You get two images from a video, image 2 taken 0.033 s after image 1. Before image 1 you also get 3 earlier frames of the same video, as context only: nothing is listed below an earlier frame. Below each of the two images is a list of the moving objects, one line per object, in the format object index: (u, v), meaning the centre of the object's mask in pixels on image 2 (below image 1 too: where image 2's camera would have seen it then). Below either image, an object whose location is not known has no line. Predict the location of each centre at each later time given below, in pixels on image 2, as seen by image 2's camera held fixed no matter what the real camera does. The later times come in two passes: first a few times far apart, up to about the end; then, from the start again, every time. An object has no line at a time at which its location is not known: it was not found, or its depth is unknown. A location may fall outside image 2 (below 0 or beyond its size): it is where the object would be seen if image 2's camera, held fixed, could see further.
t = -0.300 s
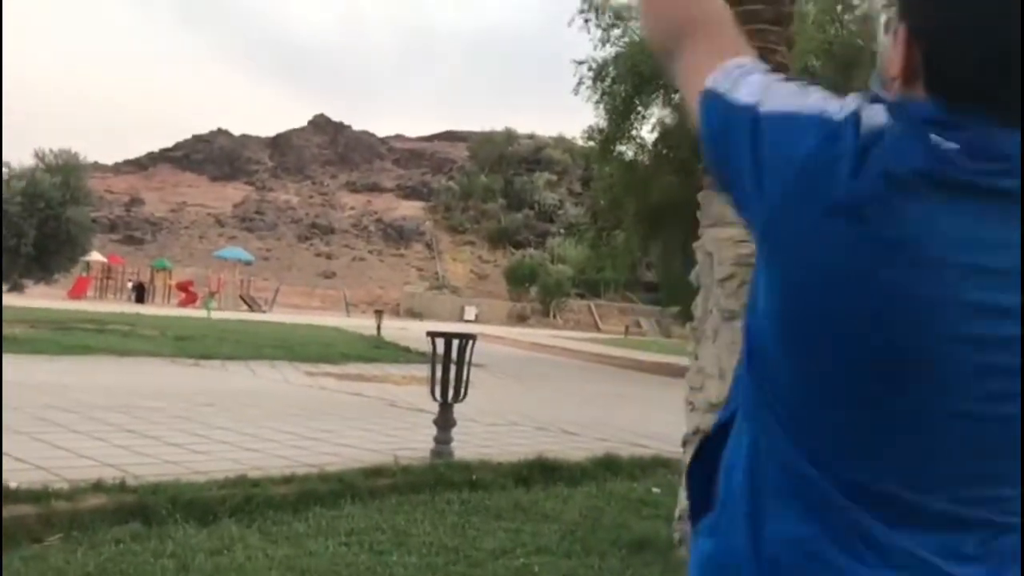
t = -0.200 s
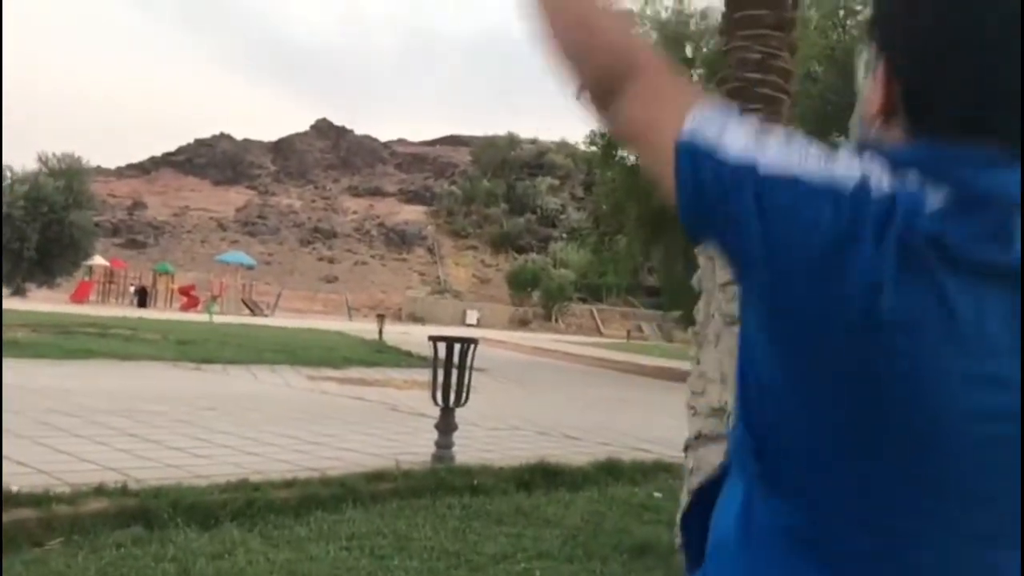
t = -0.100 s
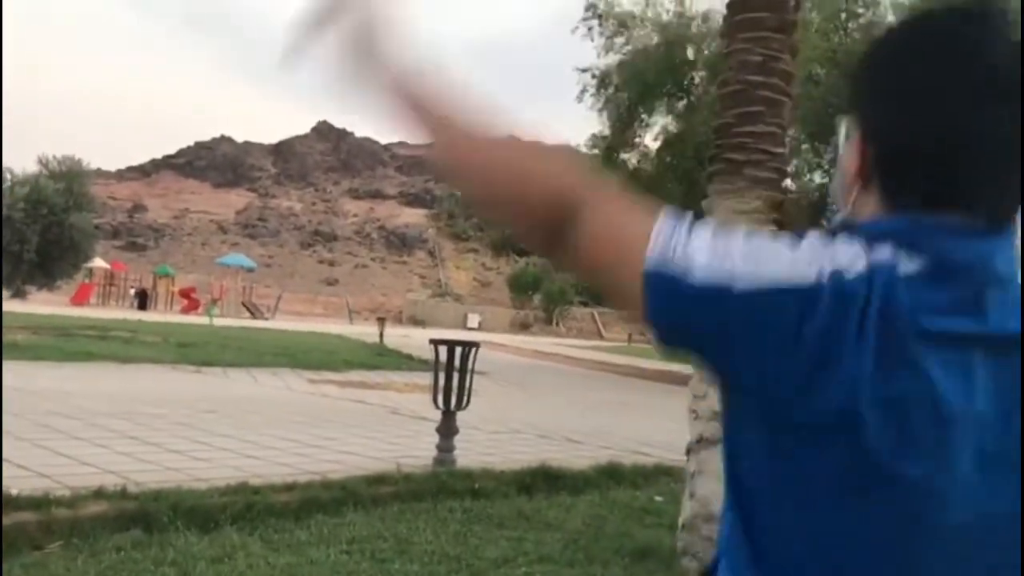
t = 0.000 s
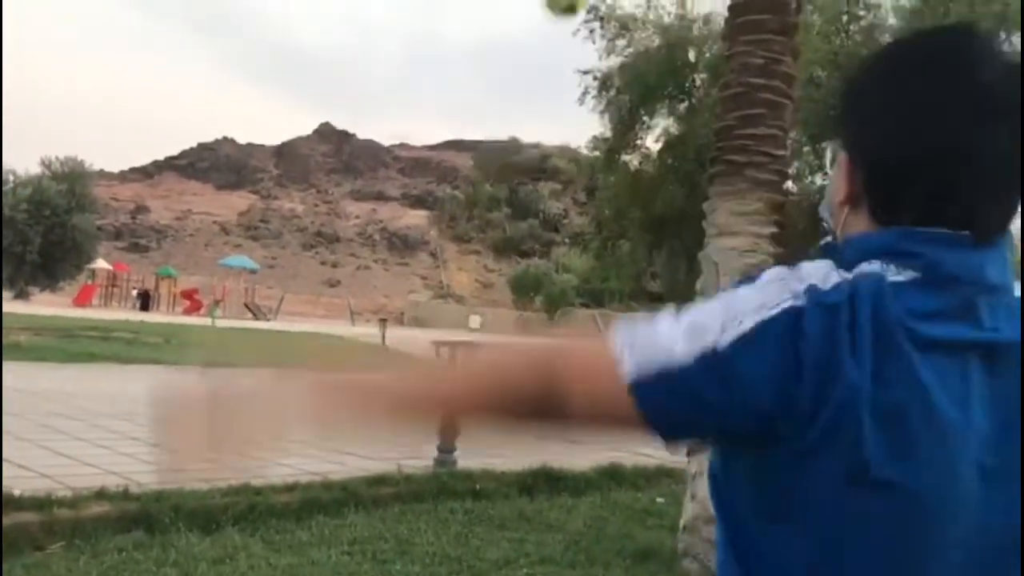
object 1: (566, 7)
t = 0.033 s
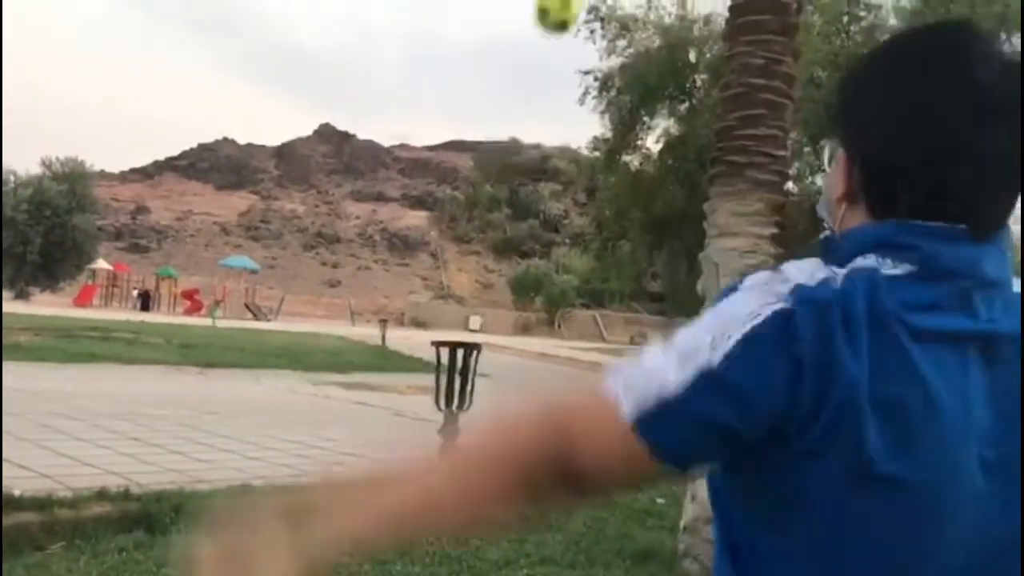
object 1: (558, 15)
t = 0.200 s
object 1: (519, 105)
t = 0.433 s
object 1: (480, 251)
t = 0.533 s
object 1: (466, 319)
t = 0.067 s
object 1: (549, 28)
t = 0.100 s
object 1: (540, 48)
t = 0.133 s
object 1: (533, 66)
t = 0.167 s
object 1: (526, 86)
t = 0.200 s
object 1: (519, 105)
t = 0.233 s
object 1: (512, 126)
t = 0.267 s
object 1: (505, 148)
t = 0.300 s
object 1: (500, 167)
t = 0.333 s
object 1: (494, 188)
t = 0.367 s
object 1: (489, 209)
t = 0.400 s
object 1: (484, 232)
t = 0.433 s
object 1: (480, 251)
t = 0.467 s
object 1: (475, 274)
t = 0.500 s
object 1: (471, 298)
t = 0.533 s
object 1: (466, 319)
